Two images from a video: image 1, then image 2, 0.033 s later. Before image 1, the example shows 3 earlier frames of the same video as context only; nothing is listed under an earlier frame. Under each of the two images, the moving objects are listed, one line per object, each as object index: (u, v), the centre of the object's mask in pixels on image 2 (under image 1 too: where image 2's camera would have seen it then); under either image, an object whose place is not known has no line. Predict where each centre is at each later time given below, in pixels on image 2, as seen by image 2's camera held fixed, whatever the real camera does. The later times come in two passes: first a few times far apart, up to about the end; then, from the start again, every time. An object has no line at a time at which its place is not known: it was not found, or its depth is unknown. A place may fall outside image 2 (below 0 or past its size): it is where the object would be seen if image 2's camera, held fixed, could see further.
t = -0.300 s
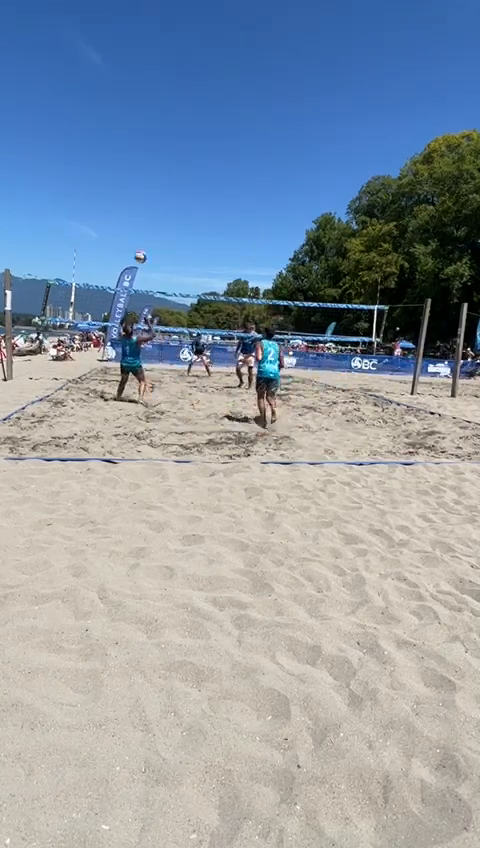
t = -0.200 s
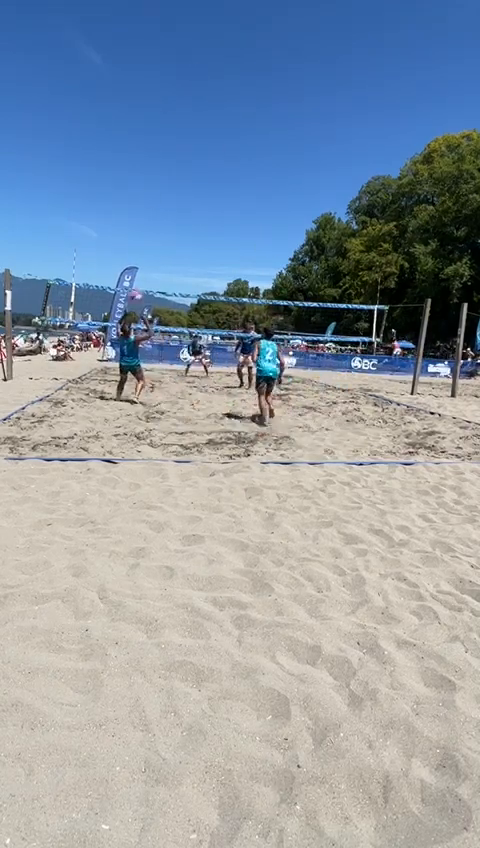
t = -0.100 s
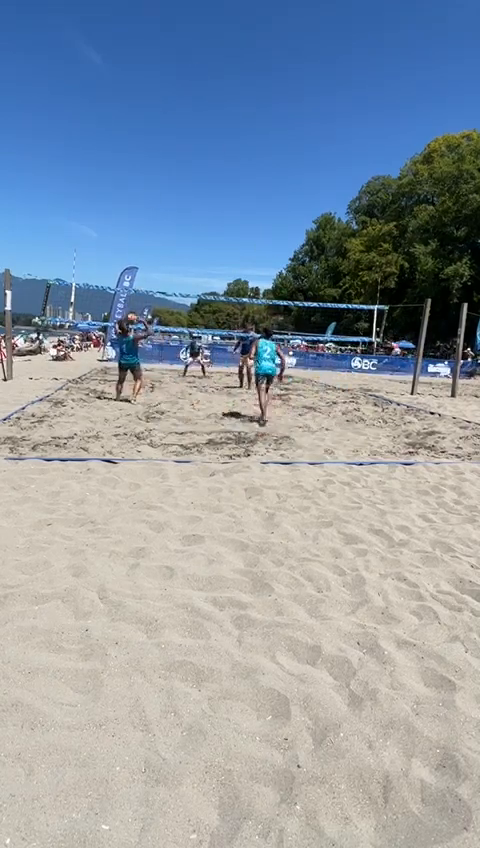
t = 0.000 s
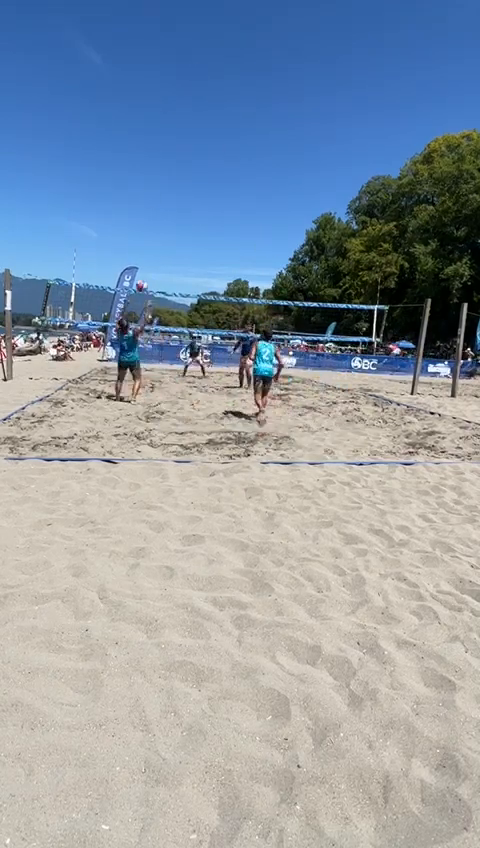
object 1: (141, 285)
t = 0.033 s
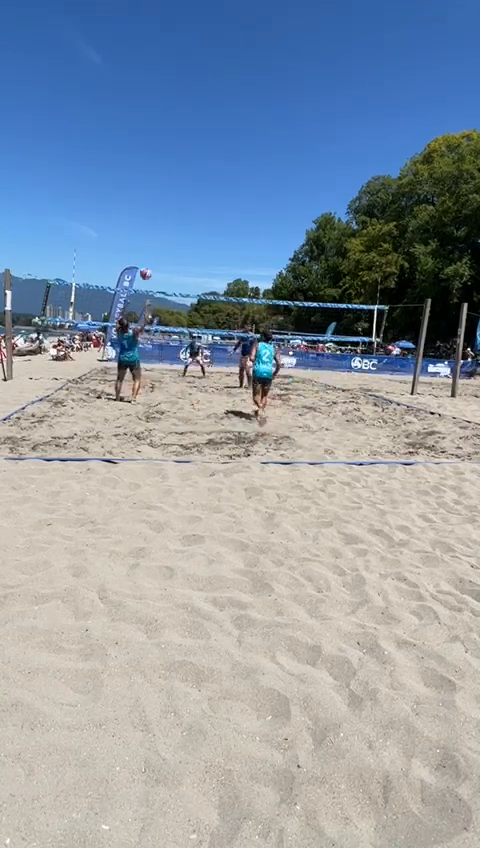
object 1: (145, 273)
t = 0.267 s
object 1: (169, 205)
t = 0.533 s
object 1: (194, 167)
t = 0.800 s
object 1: (215, 168)
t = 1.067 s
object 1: (232, 202)
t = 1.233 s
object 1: (241, 236)
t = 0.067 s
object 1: (149, 261)
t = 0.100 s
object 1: (153, 250)
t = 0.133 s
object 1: (156, 239)
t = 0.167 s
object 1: (159, 230)
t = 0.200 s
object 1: (163, 221)
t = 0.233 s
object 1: (166, 213)
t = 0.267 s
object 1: (169, 205)
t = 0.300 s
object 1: (173, 198)
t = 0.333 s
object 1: (176, 191)
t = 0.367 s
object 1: (180, 186)
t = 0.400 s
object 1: (183, 181)
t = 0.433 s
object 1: (186, 176)
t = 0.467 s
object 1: (189, 173)
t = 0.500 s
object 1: (192, 169)
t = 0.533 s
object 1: (194, 167)
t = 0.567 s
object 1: (197, 165)
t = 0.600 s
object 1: (200, 164)
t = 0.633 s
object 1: (202, 163)
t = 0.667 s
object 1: (205, 163)
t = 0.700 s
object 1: (208, 164)
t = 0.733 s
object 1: (210, 165)
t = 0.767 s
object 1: (213, 167)
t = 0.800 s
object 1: (215, 168)
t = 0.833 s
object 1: (217, 171)
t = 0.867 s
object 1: (219, 174)
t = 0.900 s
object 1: (221, 177)
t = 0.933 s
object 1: (224, 181)
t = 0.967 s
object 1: (226, 186)
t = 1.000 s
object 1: (228, 191)
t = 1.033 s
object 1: (230, 197)
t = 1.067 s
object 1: (232, 202)
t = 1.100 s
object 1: (234, 208)
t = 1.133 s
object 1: (236, 215)
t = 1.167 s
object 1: (237, 222)
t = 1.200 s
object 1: (239, 229)
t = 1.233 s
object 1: (241, 236)
